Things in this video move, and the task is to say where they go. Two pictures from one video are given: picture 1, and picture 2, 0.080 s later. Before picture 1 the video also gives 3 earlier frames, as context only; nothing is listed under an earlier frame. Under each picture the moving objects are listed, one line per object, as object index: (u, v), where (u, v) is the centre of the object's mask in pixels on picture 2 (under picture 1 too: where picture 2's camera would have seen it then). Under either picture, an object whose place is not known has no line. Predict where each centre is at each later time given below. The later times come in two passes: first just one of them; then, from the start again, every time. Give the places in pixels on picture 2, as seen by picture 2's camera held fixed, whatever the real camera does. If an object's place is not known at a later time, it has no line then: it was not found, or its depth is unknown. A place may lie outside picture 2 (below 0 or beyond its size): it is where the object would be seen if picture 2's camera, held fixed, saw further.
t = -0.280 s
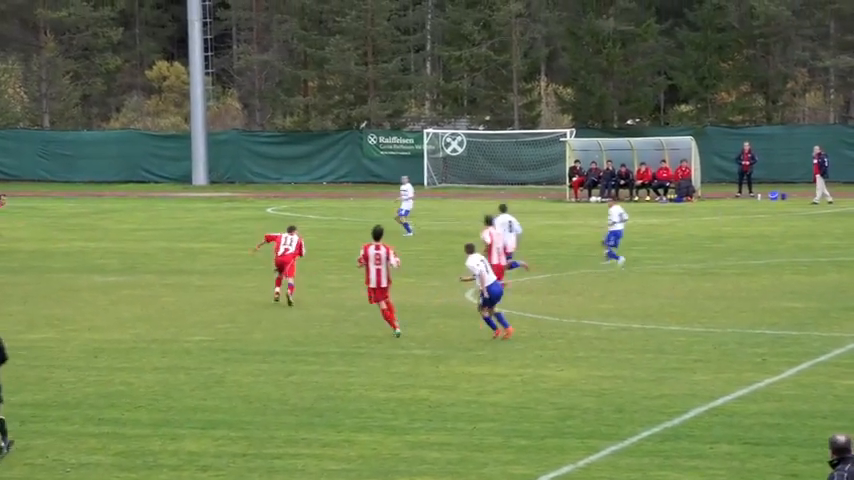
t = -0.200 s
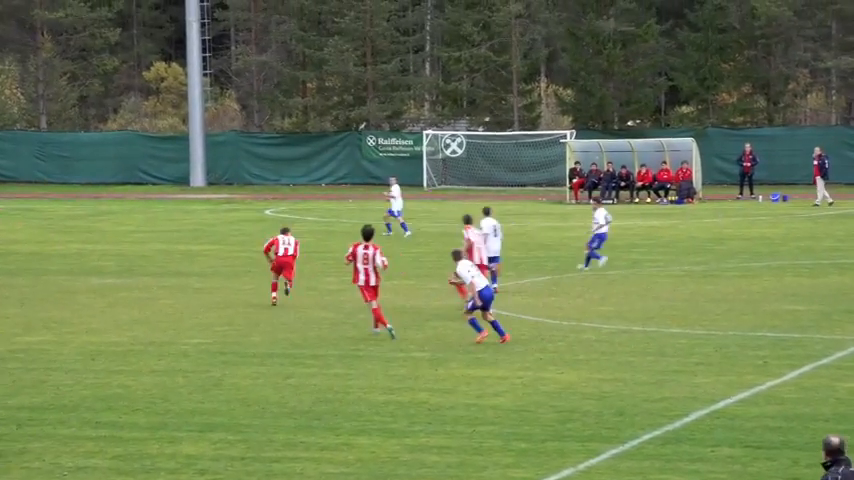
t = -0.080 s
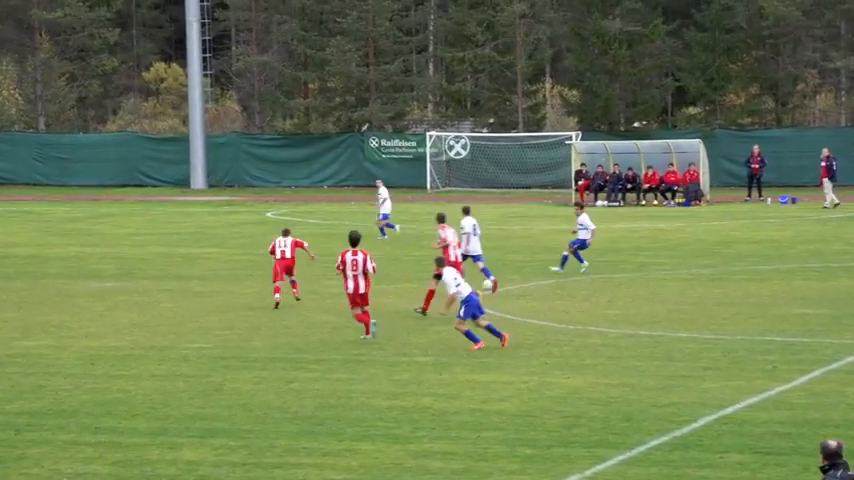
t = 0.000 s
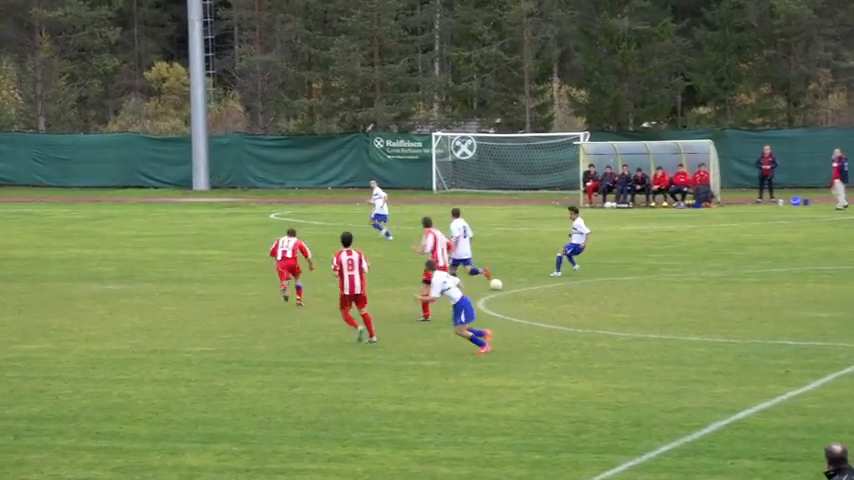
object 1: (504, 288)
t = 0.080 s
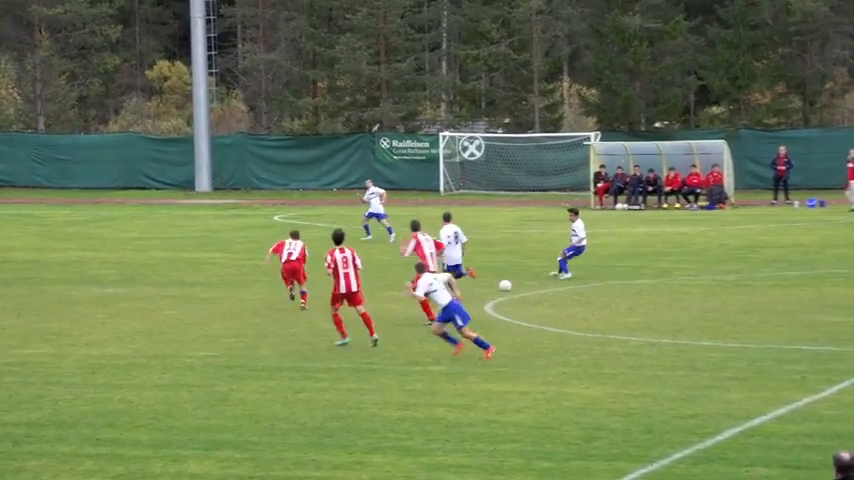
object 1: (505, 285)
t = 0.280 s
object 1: (506, 279)
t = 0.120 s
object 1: (505, 284)
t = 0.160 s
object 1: (505, 283)
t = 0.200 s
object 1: (505, 281)
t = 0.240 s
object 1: (506, 281)
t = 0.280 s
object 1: (506, 279)
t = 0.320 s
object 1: (507, 279)
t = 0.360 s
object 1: (508, 278)
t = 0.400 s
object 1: (509, 278)
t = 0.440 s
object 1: (510, 276)
